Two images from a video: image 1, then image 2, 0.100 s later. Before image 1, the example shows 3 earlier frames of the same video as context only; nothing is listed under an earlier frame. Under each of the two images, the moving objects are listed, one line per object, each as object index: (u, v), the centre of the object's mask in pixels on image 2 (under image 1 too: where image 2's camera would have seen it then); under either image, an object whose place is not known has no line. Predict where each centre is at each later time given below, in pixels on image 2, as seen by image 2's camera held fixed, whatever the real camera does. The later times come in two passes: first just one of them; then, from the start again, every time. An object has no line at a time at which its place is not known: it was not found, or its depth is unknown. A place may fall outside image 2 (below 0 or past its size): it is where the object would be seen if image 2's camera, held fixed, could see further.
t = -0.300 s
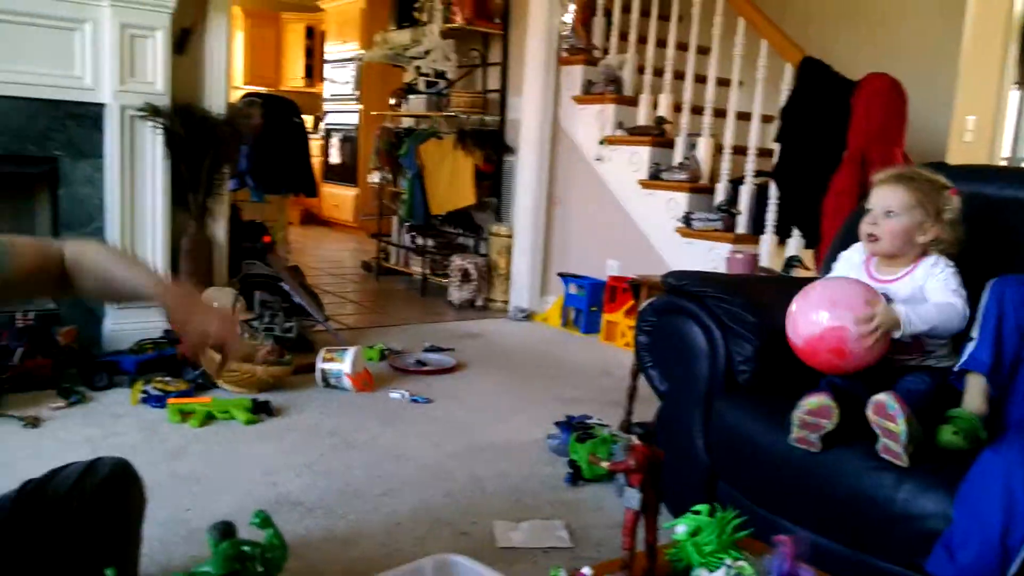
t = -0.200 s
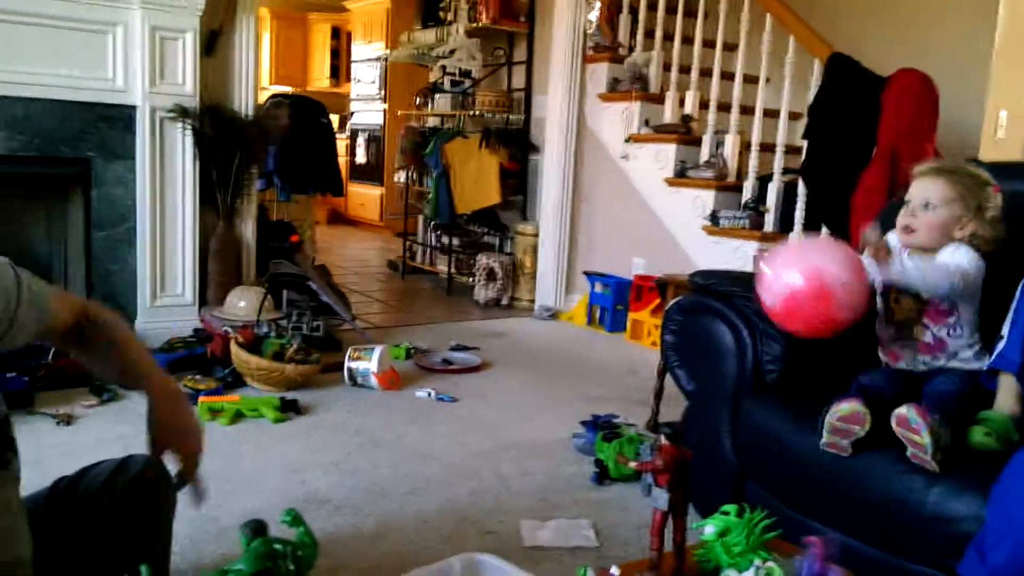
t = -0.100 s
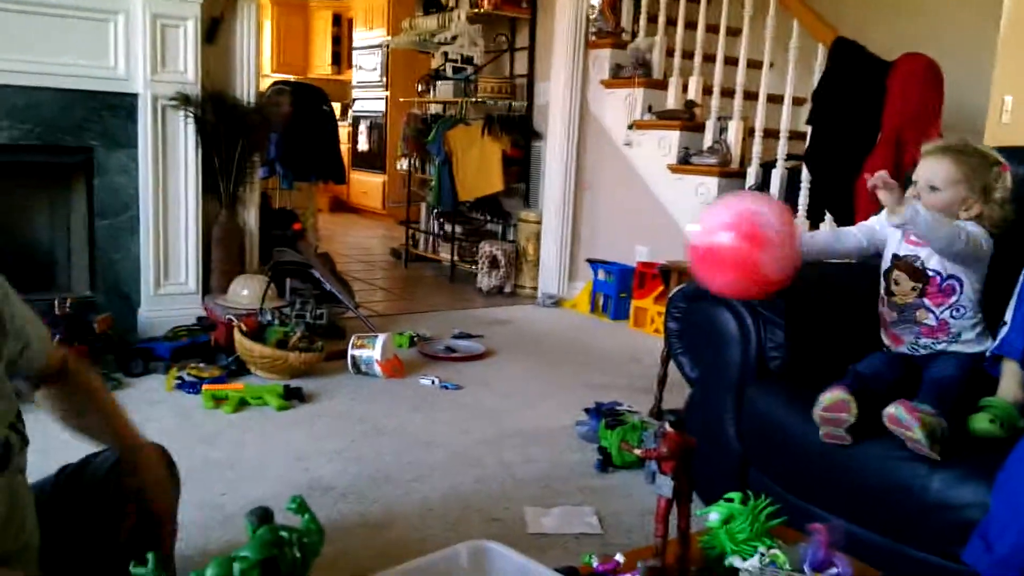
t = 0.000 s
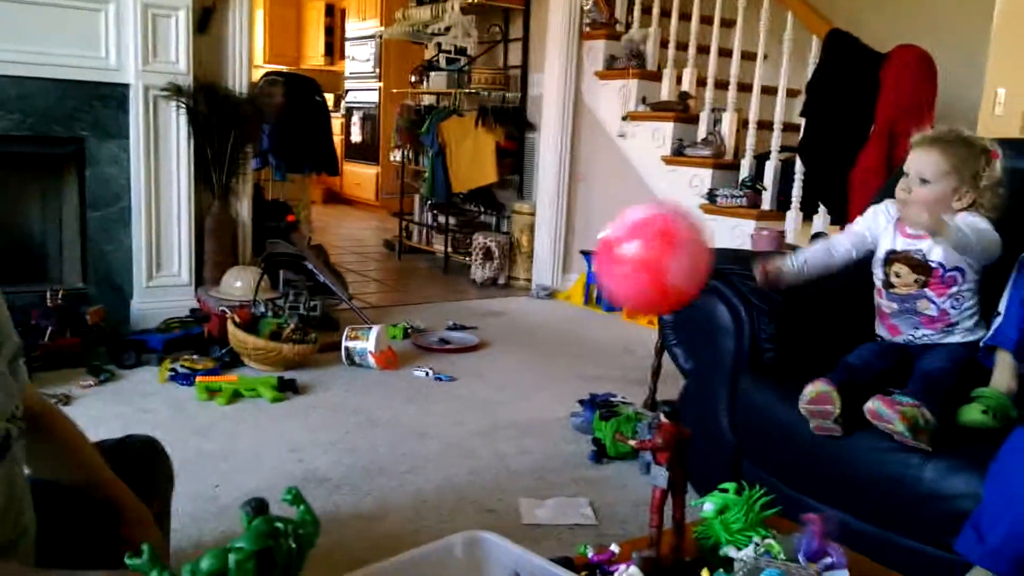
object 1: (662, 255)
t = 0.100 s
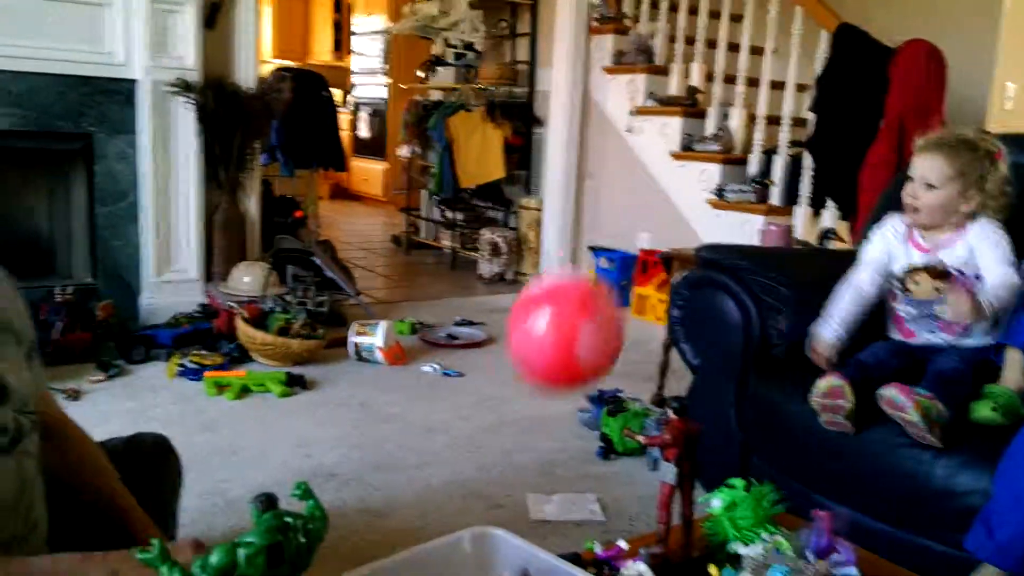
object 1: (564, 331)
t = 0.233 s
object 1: (422, 507)
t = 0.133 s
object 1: (530, 369)
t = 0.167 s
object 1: (496, 416)
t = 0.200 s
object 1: (461, 470)
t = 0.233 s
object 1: (422, 507)
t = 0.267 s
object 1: (393, 530)
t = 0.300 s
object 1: (387, 513)
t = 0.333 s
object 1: (382, 495)
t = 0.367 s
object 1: (370, 466)
